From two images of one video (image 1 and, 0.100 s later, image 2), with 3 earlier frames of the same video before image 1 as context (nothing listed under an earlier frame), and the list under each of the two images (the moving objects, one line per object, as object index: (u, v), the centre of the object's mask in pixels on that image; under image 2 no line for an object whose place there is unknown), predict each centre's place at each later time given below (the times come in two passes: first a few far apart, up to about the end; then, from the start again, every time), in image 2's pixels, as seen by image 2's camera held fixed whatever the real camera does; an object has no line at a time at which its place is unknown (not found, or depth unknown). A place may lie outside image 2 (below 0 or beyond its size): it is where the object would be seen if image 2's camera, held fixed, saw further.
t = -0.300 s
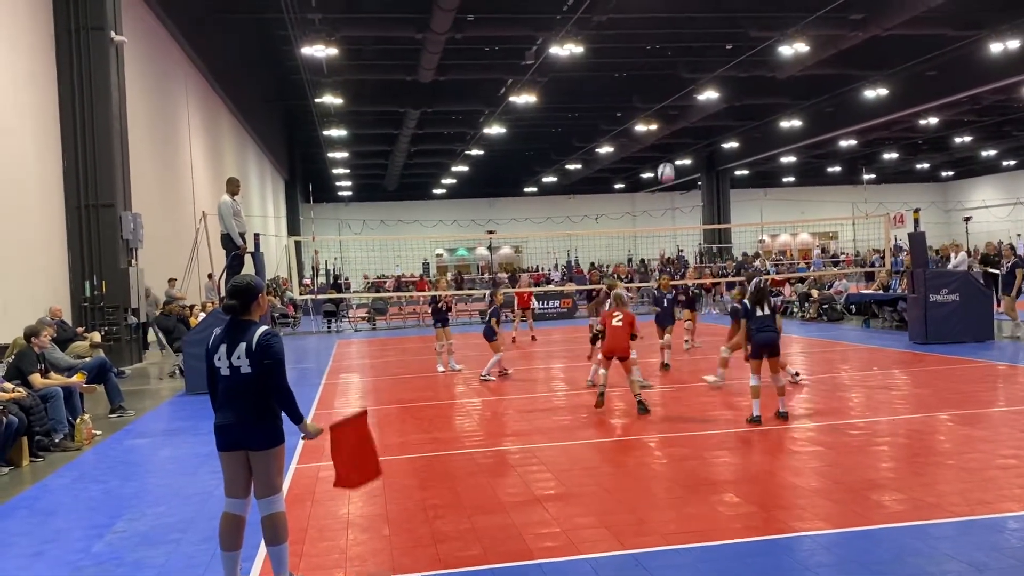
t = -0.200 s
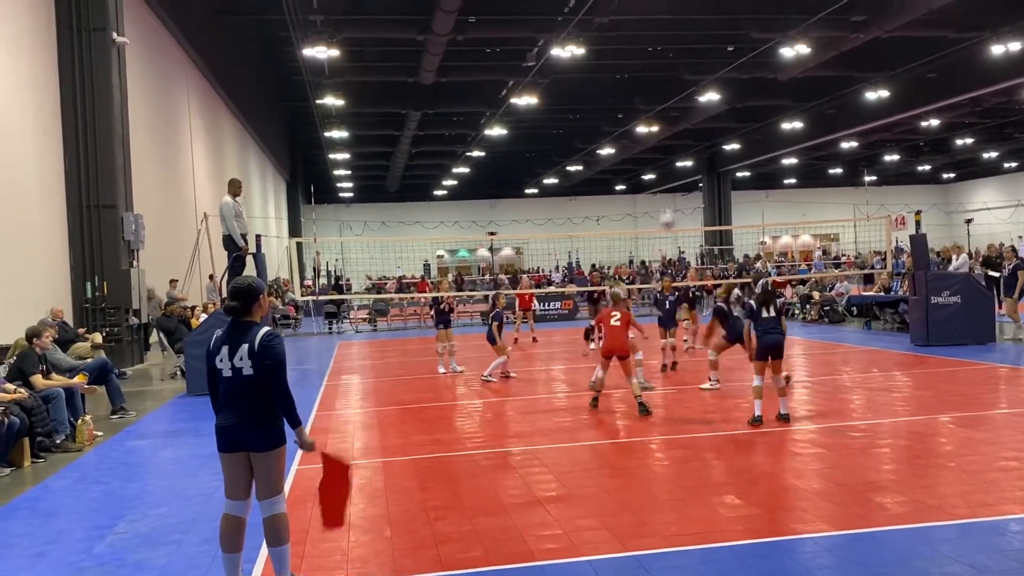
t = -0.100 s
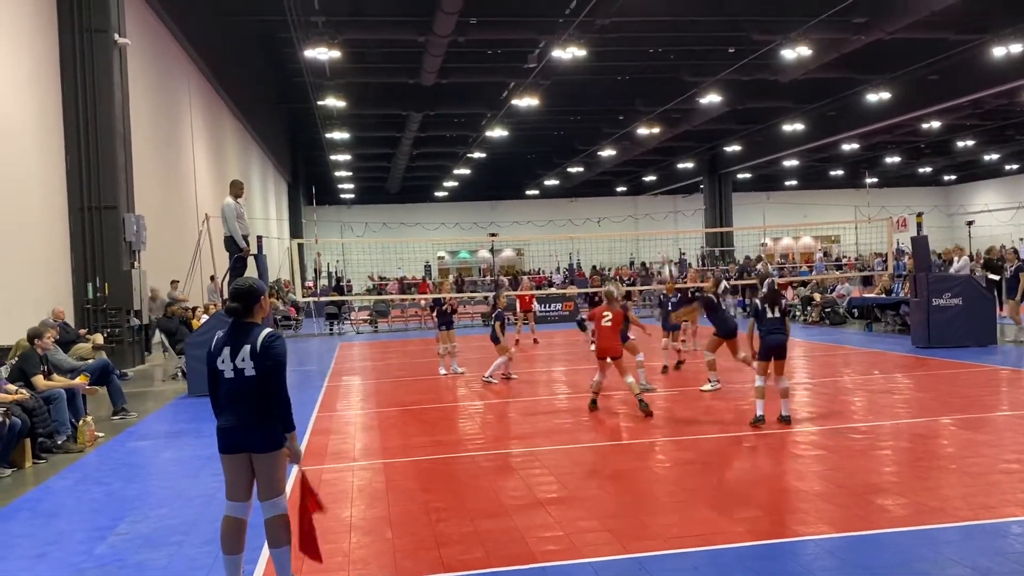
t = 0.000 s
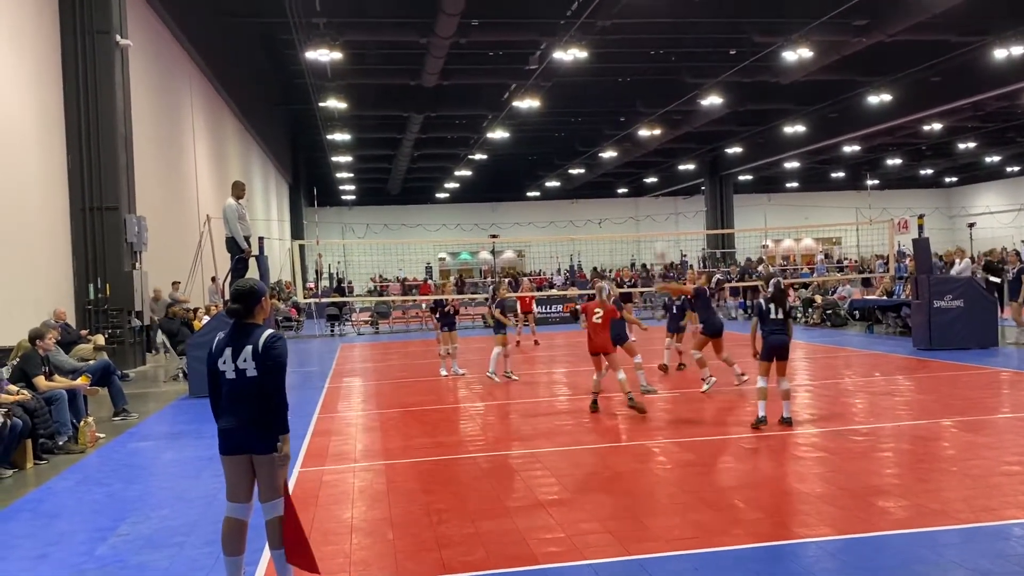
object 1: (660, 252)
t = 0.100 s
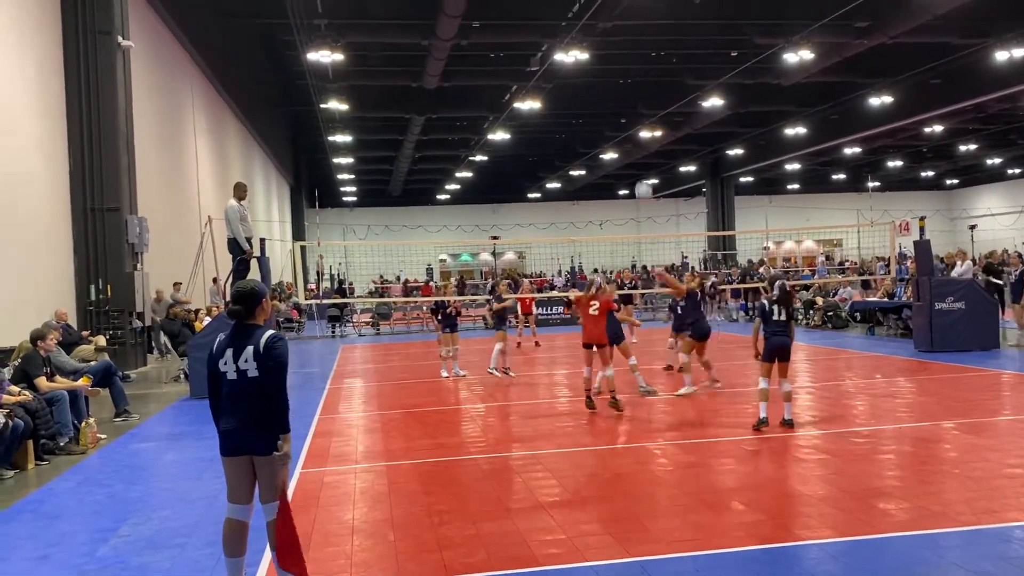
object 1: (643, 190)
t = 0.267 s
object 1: (618, 112)
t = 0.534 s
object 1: (584, 40)
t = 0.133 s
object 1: (638, 173)
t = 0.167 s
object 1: (633, 156)
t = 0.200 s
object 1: (628, 141)
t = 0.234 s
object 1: (623, 125)
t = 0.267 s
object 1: (618, 112)
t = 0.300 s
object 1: (613, 100)
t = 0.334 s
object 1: (609, 88)
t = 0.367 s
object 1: (604, 78)
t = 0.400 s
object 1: (600, 68)
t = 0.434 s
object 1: (596, 60)
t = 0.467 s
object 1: (592, 52)
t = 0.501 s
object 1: (587, 45)
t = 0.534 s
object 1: (584, 40)
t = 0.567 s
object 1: (580, 35)
